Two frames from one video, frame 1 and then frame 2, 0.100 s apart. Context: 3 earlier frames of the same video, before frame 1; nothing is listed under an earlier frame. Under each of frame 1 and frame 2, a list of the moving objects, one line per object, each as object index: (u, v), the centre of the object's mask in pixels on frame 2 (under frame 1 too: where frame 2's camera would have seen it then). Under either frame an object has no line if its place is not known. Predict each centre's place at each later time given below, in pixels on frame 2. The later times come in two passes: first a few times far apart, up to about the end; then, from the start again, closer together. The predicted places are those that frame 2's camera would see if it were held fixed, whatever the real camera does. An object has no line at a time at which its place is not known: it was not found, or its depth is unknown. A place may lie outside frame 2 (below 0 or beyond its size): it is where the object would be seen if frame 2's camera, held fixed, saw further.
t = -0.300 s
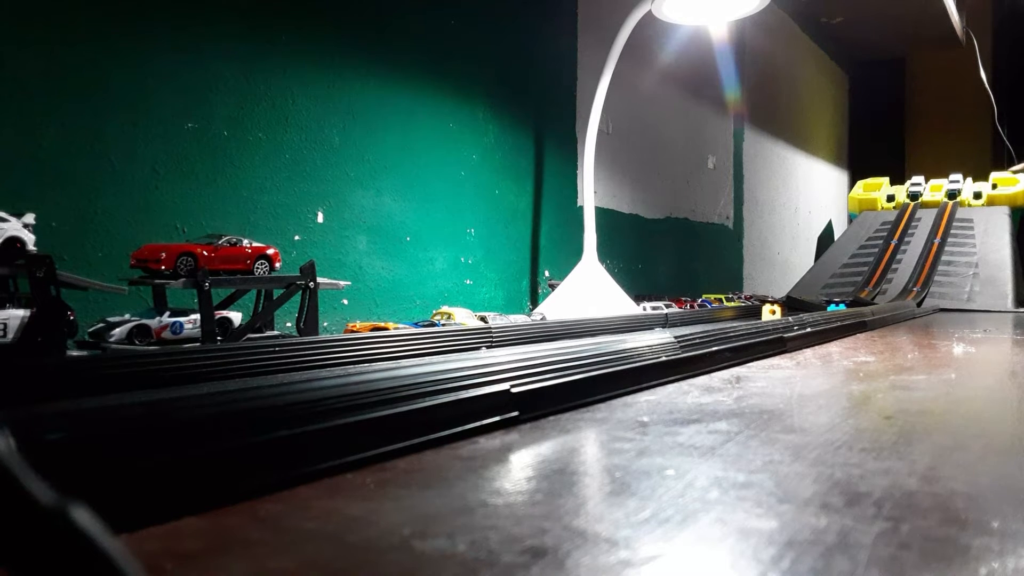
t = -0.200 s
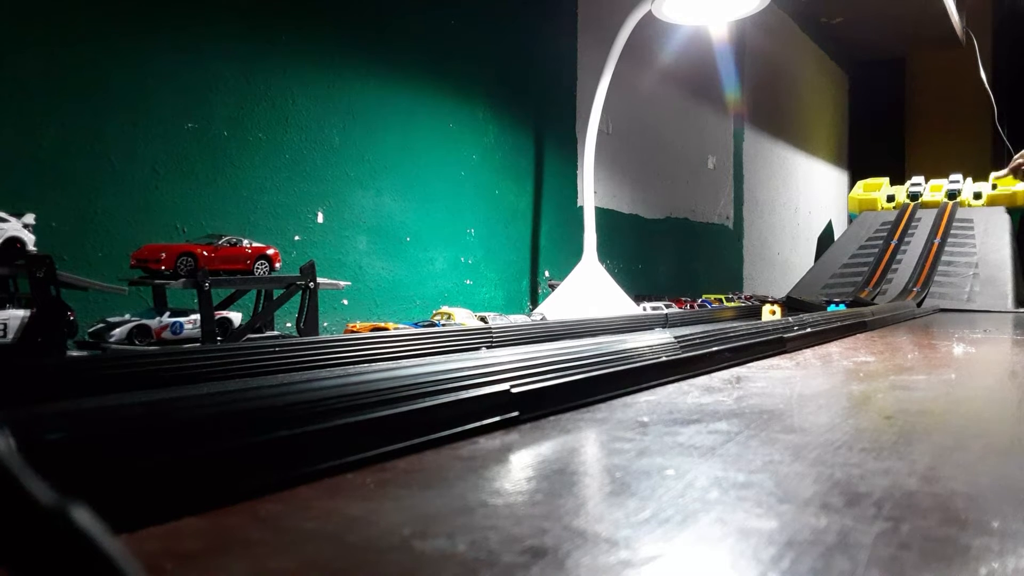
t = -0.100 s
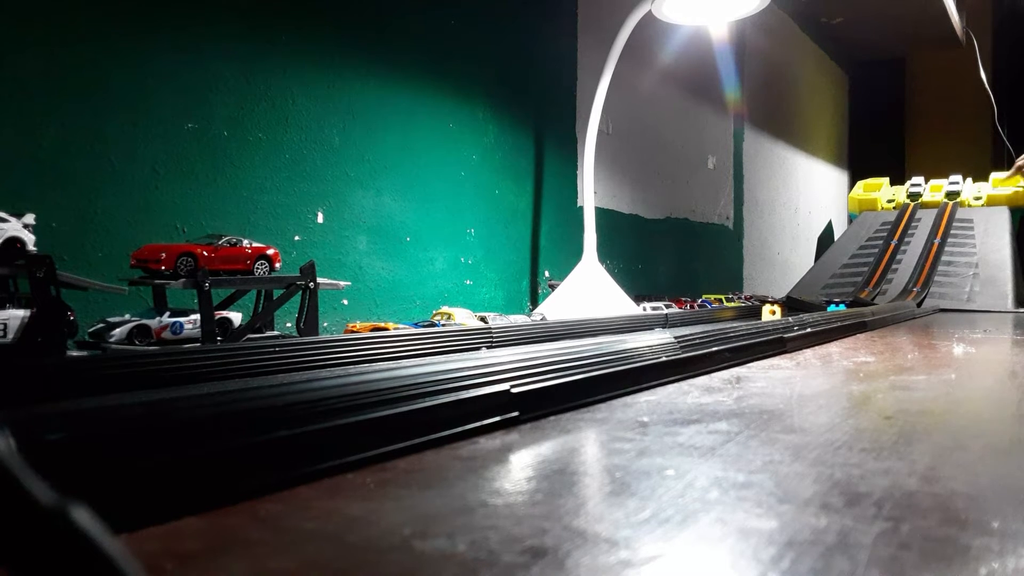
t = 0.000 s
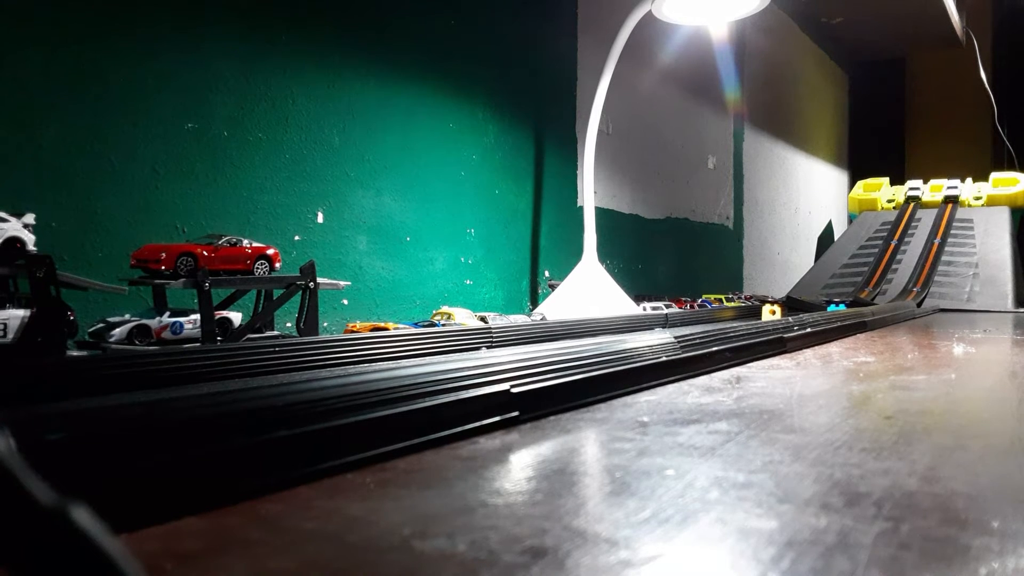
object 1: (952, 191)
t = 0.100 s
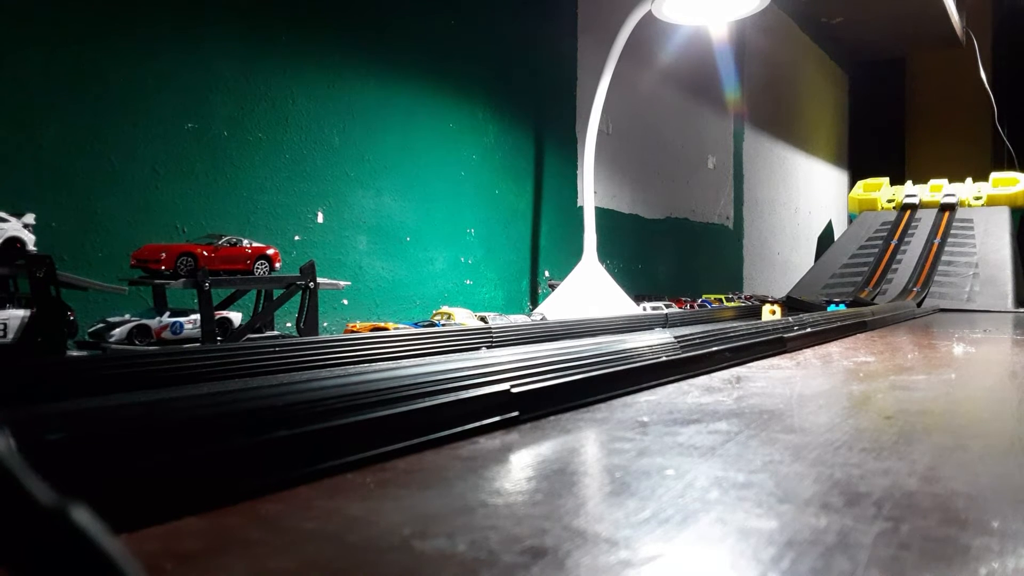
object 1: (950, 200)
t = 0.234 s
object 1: (942, 219)
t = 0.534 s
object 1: (906, 290)
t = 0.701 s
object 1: (866, 292)
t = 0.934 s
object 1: (773, 299)
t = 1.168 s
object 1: (655, 320)
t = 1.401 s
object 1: (325, 348)
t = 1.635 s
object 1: (121, 369)
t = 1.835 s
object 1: (131, 367)
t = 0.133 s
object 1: (949, 201)
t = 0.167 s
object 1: (946, 205)
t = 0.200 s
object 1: (944, 212)
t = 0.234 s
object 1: (942, 219)
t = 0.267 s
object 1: (940, 225)
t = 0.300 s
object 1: (937, 232)
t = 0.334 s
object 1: (935, 237)
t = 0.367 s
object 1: (932, 245)
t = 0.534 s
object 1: (906, 290)
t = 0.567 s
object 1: (899, 293)
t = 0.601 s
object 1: (891, 294)
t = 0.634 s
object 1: (883, 294)
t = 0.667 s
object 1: (874, 294)
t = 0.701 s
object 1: (866, 292)
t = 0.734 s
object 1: (854, 289)
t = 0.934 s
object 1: (773, 299)
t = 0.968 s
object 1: (761, 299)
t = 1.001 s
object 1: (744, 303)
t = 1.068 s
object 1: (711, 309)
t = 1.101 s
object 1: (699, 310)
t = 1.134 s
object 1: (683, 314)
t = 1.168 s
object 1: (655, 320)
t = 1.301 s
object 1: (460, 321)
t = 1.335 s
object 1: (417, 325)
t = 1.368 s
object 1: (376, 344)
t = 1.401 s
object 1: (325, 348)
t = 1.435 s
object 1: (270, 354)
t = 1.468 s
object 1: (219, 361)
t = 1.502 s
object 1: (181, 364)
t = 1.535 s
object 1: (145, 368)
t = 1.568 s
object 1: (128, 368)
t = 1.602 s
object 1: (121, 369)
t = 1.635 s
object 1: (121, 369)
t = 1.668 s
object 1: (122, 369)
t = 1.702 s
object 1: (123, 368)
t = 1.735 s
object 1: (124, 369)
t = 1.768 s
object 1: (125, 367)
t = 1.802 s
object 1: (127, 367)
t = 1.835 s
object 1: (131, 367)
